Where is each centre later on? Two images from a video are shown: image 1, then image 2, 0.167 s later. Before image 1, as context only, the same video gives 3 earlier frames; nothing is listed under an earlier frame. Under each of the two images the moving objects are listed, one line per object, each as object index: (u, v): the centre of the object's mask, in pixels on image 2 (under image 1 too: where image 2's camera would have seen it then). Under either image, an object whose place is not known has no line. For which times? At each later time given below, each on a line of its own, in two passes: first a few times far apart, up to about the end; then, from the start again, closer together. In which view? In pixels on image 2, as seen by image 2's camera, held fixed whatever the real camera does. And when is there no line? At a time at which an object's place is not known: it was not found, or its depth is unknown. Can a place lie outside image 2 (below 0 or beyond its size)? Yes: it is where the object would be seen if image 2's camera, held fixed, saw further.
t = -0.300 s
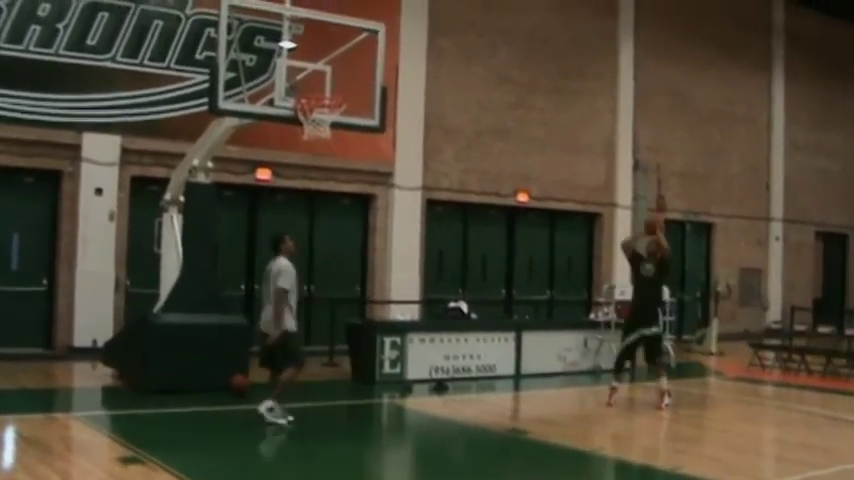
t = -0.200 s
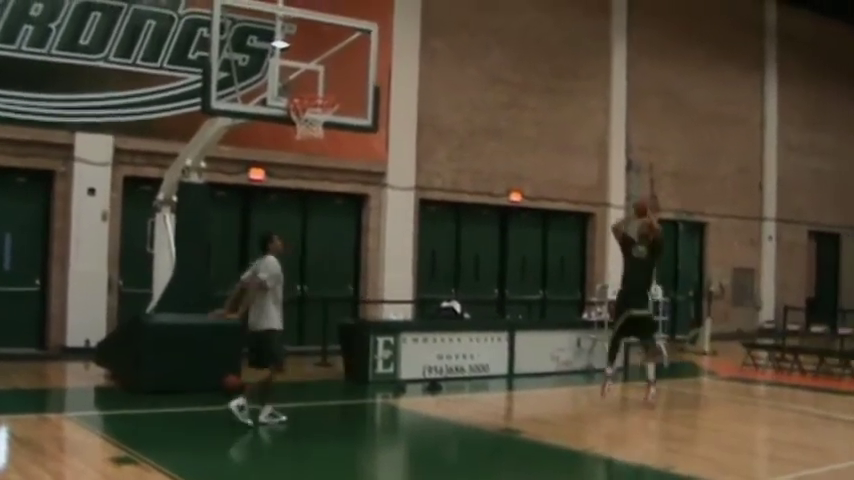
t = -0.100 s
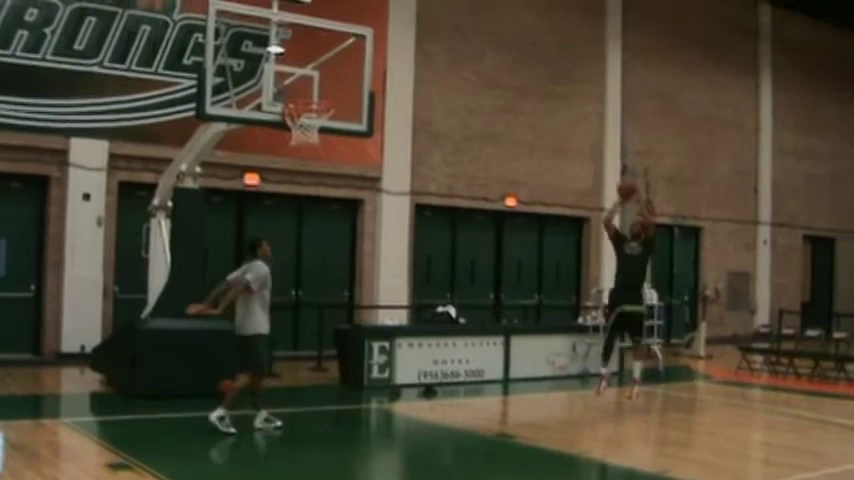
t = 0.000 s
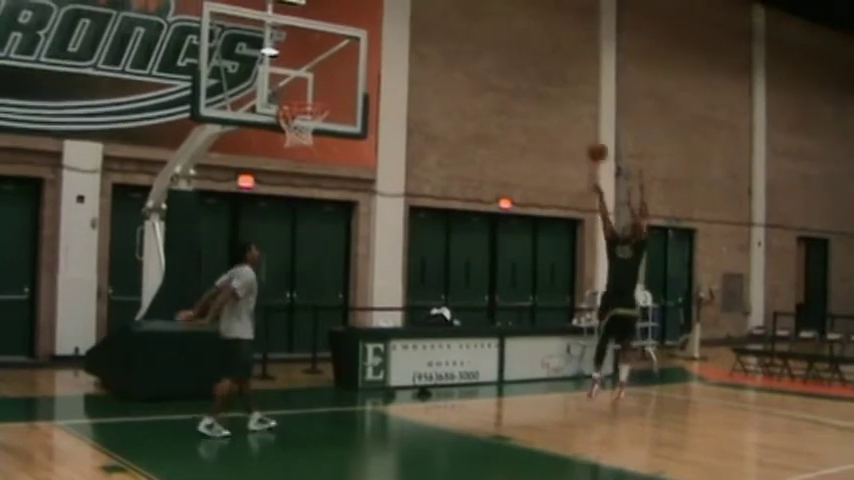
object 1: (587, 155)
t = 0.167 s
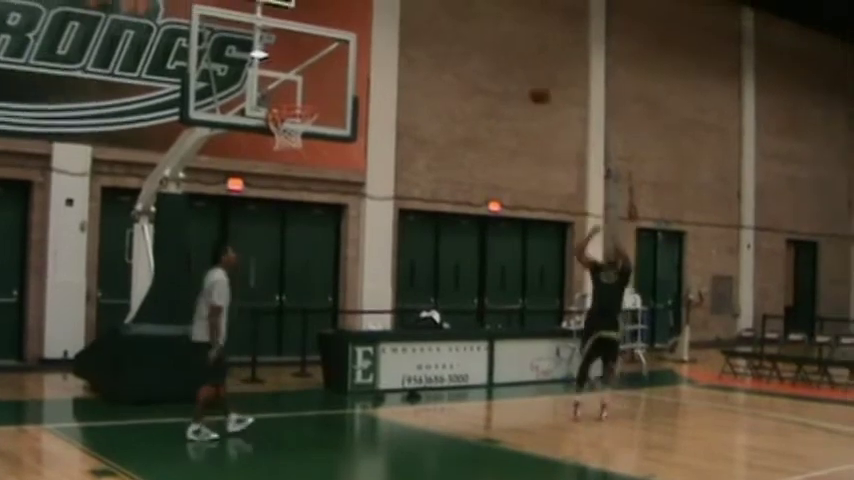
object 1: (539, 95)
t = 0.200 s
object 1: (530, 86)
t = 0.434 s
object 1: (455, 41)
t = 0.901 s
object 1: (278, 113)
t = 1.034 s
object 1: (301, 169)
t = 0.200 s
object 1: (530, 86)
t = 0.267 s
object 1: (508, 70)
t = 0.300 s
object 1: (498, 61)
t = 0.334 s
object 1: (488, 56)
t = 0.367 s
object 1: (477, 50)
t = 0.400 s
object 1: (467, 45)
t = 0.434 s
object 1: (455, 41)
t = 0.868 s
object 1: (291, 98)
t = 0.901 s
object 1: (278, 113)
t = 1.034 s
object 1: (301, 169)
